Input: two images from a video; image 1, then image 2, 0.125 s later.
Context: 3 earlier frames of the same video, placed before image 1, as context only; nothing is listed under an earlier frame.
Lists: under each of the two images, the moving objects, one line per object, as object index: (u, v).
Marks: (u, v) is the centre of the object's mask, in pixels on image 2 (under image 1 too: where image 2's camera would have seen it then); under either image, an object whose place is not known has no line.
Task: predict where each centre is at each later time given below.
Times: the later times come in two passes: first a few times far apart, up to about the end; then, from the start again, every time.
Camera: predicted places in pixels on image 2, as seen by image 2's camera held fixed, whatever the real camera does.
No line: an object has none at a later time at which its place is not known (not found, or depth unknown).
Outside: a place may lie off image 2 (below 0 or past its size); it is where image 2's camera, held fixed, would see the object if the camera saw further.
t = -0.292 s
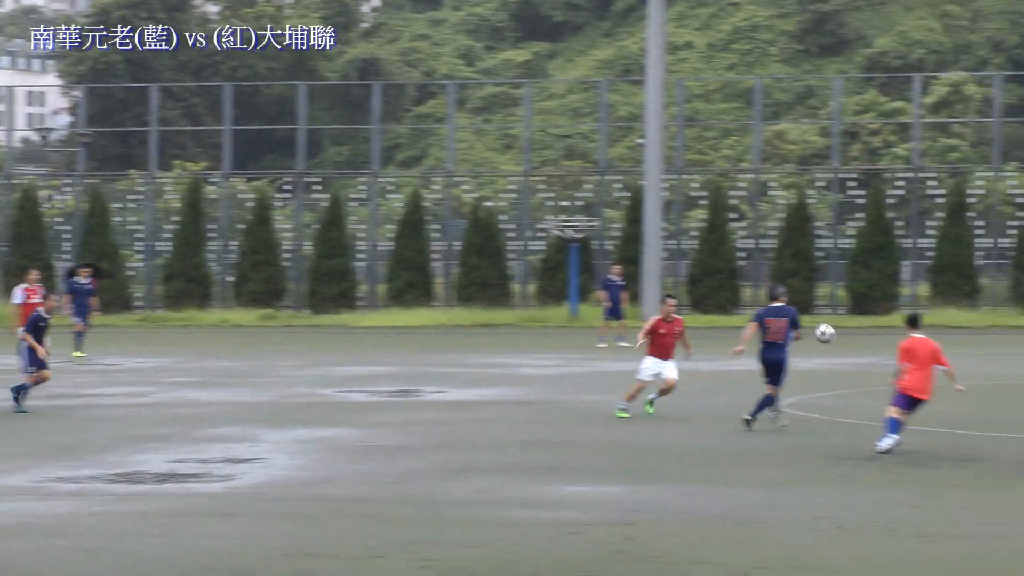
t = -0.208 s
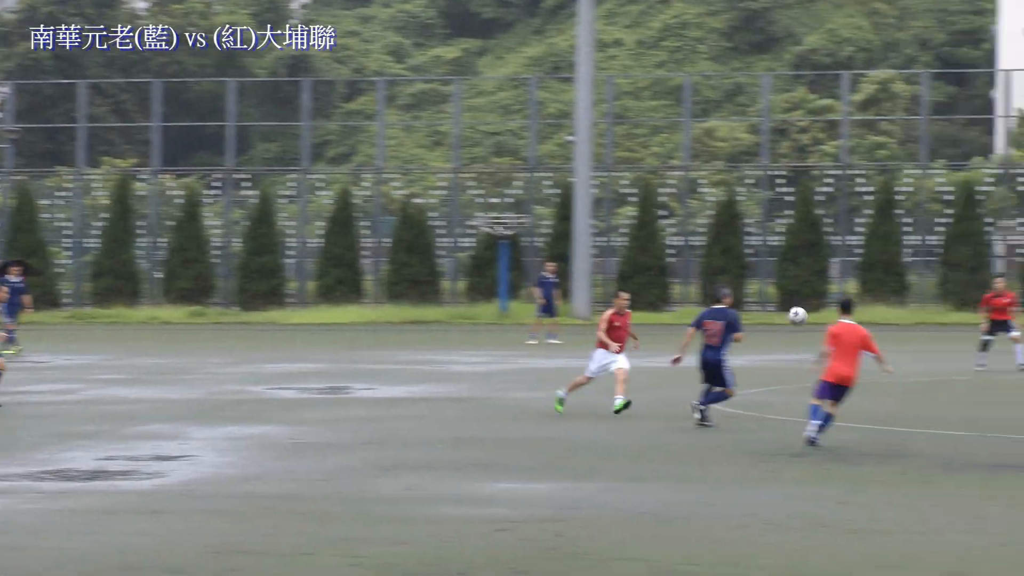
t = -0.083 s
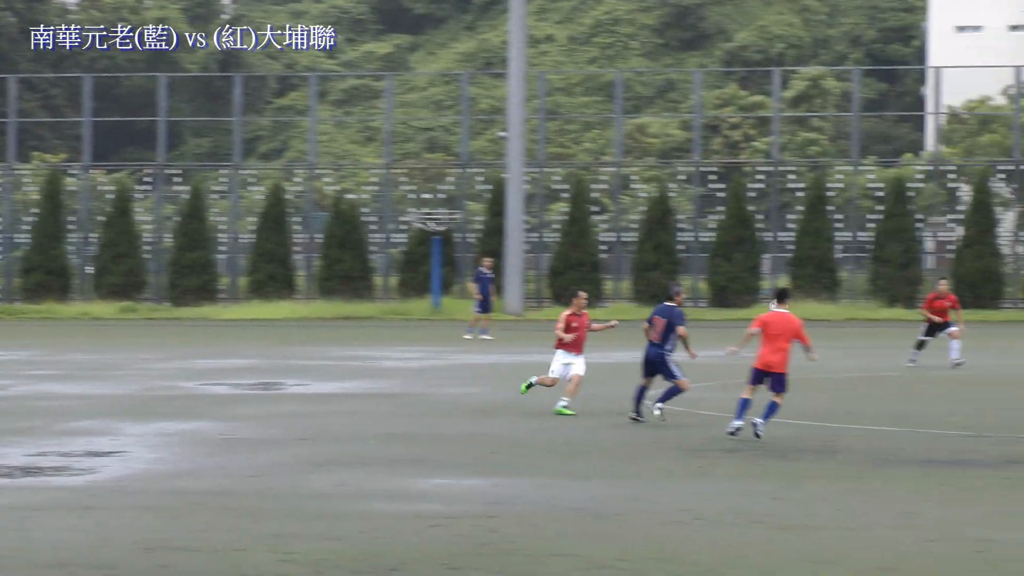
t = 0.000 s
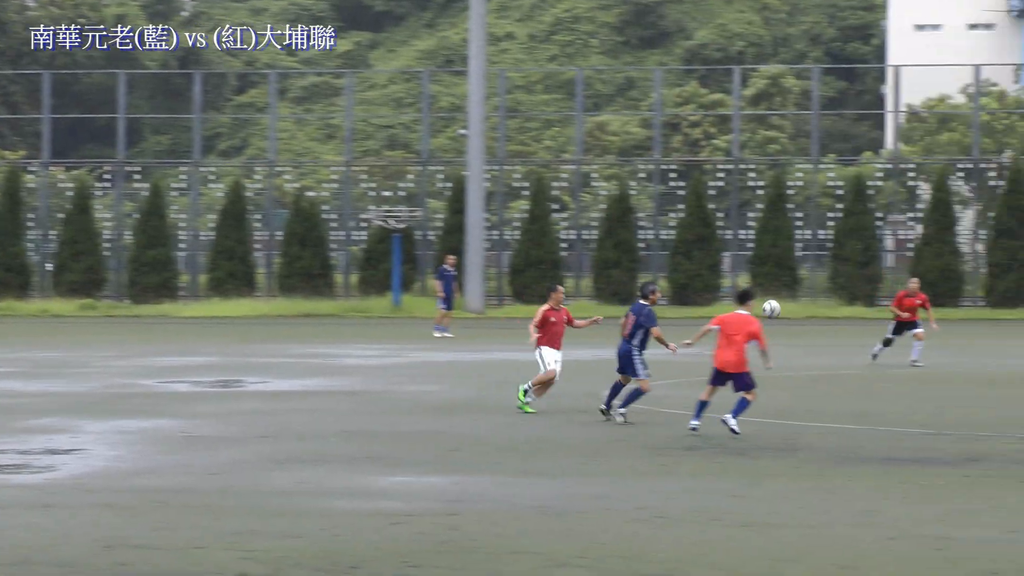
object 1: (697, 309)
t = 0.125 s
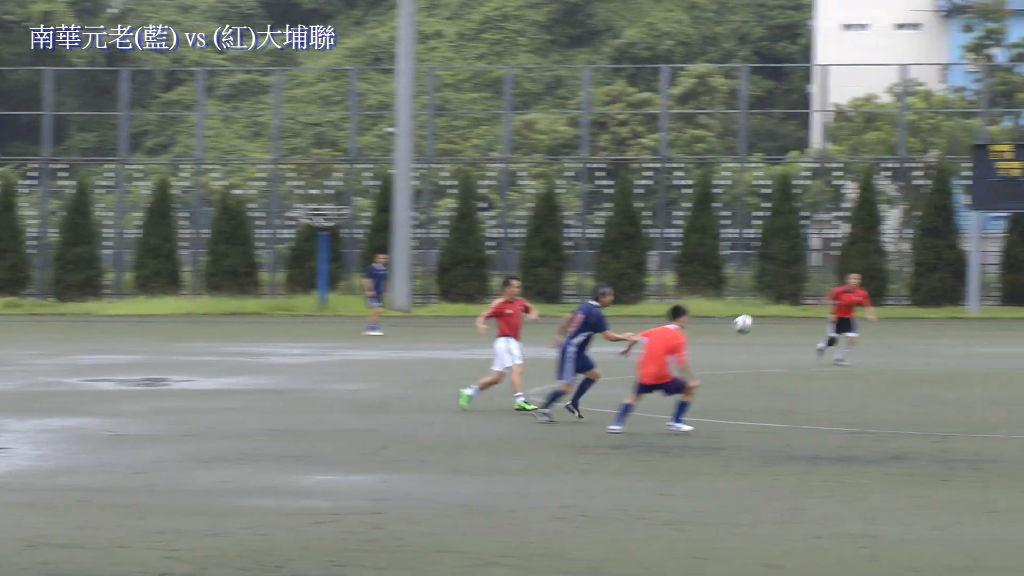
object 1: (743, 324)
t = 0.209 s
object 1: (774, 342)
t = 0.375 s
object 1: (837, 397)
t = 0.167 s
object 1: (759, 332)
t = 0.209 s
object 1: (774, 342)
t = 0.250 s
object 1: (796, 358)
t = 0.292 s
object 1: (810, 371)
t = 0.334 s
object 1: (823, 385)
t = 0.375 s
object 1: (837, 397)
